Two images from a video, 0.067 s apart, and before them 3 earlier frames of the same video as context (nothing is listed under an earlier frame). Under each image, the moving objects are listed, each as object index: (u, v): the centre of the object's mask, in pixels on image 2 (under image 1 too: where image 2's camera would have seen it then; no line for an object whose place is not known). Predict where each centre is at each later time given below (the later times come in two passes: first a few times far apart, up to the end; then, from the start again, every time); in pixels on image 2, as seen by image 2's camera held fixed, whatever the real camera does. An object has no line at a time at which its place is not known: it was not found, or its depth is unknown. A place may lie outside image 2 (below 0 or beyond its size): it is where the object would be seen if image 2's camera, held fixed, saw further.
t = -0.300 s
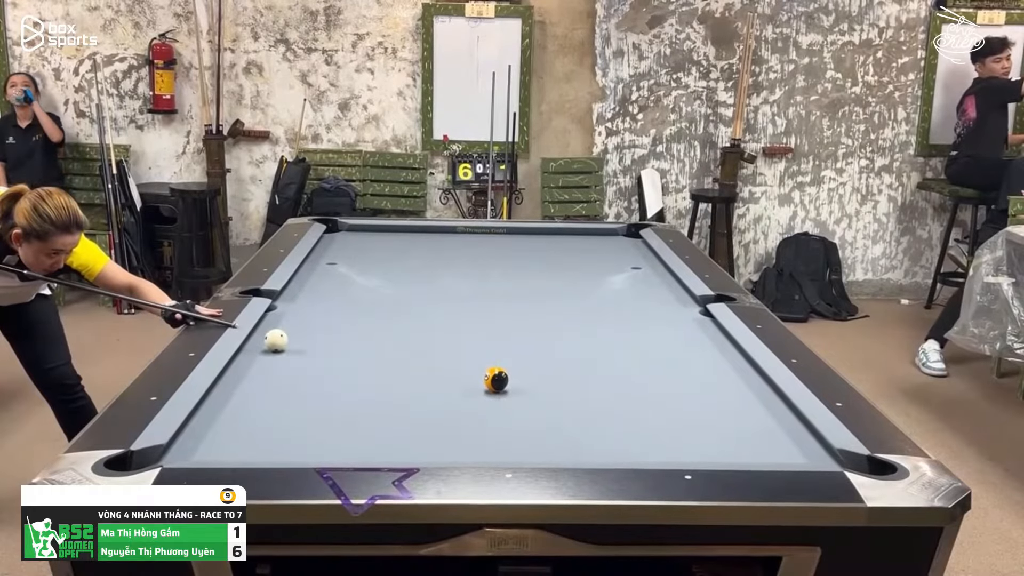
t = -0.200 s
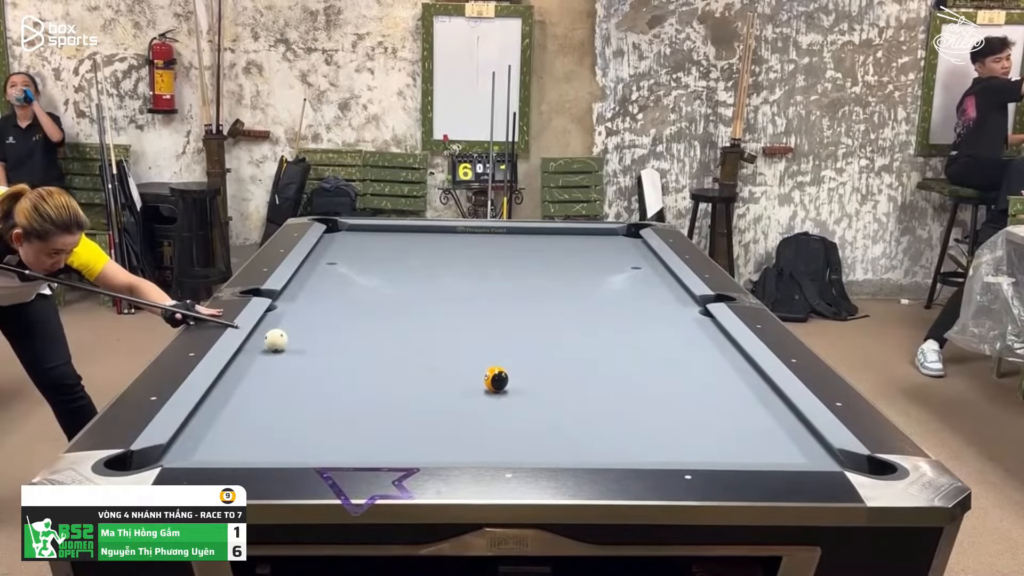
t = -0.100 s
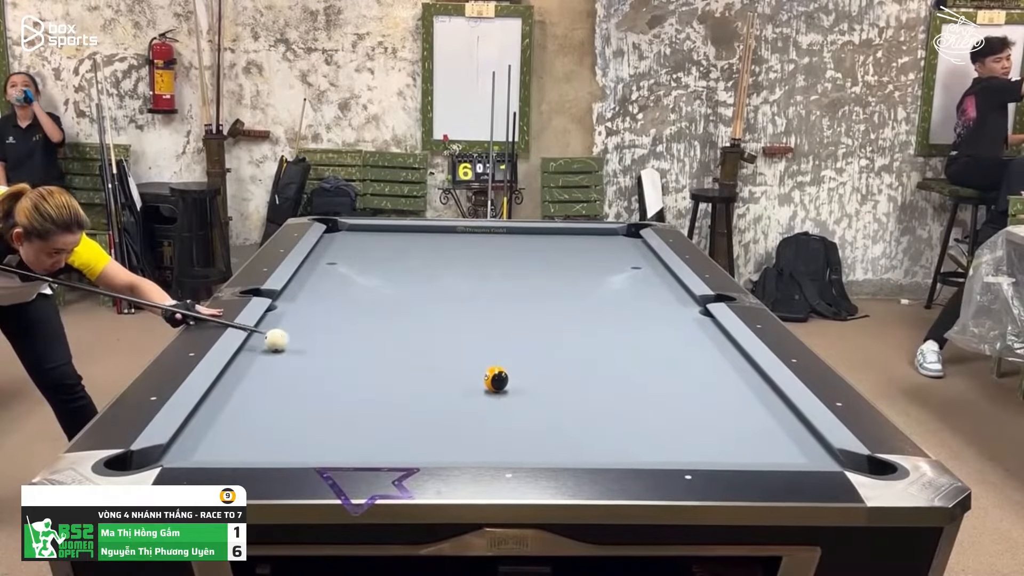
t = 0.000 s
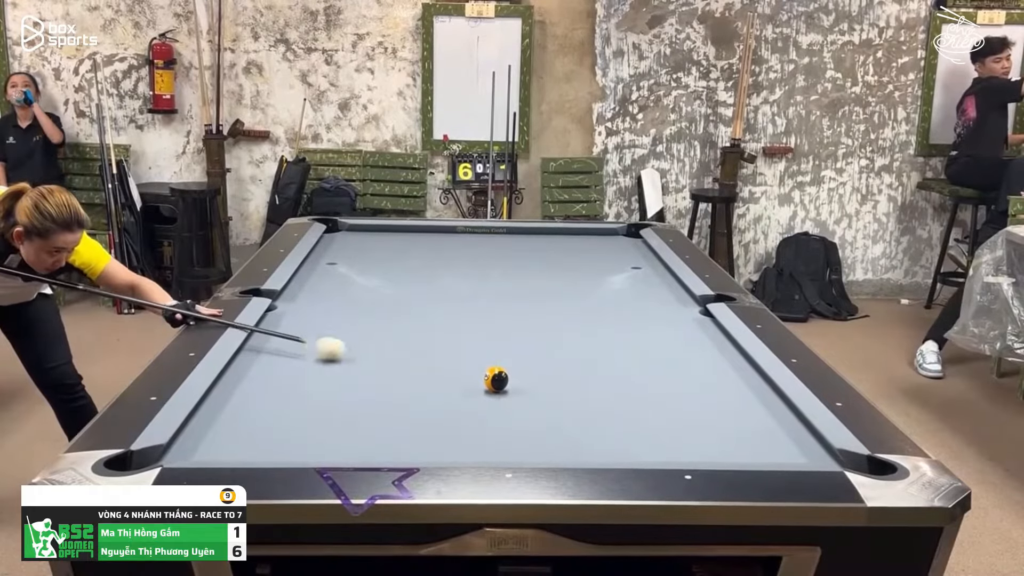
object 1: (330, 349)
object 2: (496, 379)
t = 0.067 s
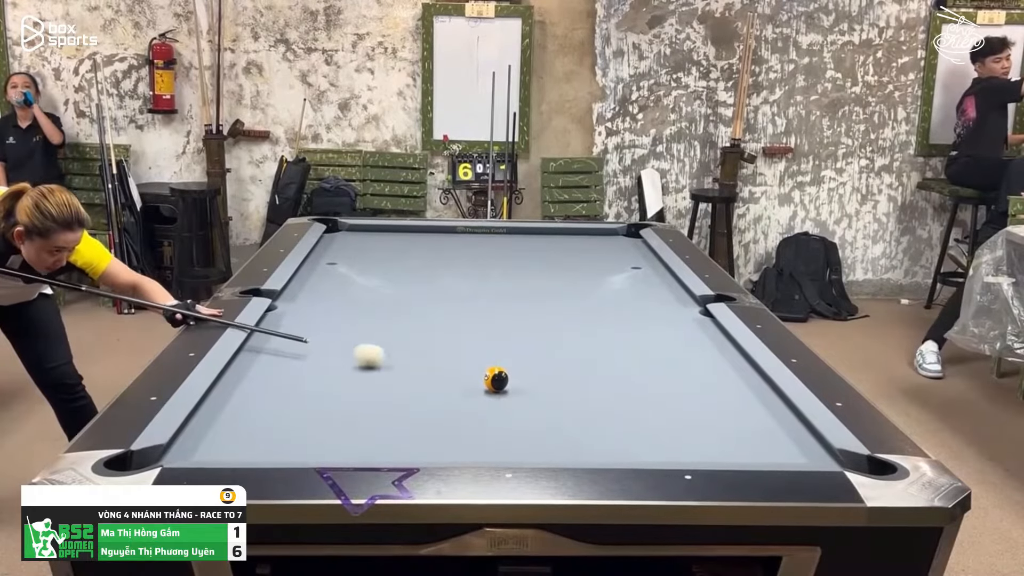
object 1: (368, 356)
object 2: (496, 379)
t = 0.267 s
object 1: (479, 375)
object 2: (509, 384)
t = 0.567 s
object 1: (539, 374)
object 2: (658, 423)
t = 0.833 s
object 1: (598, 375)
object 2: (791, 452)
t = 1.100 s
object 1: (656, 377)
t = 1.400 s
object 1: (718, 379)
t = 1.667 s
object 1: (750, 380)
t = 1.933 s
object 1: (722, 381)
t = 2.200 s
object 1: (696, 380)
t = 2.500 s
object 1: (669, 381)
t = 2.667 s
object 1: (655, 381)
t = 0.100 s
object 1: (389, 360)
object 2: (496, 379)
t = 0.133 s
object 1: (409, 363)
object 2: (496, 379)
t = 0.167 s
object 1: (429, 367)
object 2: (496, 380)
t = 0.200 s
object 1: (450, 370)
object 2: (496, 379)
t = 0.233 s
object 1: (470, 373)
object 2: (496, 379)
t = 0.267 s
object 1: (479, 375)
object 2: (509, 384)
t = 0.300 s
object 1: (483, 374)
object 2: (527, 389)
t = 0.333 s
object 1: (488, 373)
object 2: (545, 393)
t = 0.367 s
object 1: (494, 373)
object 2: (562, 398)
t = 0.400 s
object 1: (501, 373)
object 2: (578, 402)
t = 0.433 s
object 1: (508, 373)
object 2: (595, 406)
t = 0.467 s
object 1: (517, 373)
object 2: (611, 410)
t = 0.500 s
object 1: (524, 374)
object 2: (626, 414)
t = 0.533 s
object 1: (531, 374)
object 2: (642, 419)
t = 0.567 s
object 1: (539, 374)
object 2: (658, 423)
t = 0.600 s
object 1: (547, 374)
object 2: (672, 426)
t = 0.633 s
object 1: (554, 374)
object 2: (689, 430)
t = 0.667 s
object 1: (562, 374)
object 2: (705, 435)
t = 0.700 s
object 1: (569, 375)
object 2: (721, 439)
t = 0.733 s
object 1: (577, 375)
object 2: (738, 443)
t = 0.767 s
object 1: (584, 375)
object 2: (754, 447)
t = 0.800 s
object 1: (592, 375)
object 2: (773, 449)
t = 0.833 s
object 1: (598, 375)
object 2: (791, 452)
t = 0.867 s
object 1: (606, 375)
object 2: (806, 454)
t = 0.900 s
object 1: (613, 376)
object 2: (829, 459)
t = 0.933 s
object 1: (620, 376)
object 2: (844, 465)
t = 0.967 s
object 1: (628, 376)
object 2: (861, 471)
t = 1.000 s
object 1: (635, 376)
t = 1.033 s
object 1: (642, 377)
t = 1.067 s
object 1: (649, 377)
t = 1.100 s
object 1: (656, 377)
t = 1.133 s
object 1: (663, 377)
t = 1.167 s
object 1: (670, 377)
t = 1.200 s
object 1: (677, 378)
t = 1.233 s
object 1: (684, 378)
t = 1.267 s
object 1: (691, 378)
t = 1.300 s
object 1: (698, 378)
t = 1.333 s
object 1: (705, 378)
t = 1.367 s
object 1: (711, 379)
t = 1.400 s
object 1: (718, 379)
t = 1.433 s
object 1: (725, 379)
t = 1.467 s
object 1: (732, 379)
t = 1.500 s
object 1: (739, 380)
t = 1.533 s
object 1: (745, 380)
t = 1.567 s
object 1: (752, 380)
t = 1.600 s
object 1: (757, 379)
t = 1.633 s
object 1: (754, 379)
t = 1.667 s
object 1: (750, 380)
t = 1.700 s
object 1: (747, 380)
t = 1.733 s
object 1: (743, 380)
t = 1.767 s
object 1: (739, 380)
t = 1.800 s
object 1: (736, 380)
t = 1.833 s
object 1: (732, 380)
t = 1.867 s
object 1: (729, 380)
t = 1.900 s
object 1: (725, 380)
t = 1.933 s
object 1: (722, 381)
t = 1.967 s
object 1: (718, 380)
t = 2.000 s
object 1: (715, 380)
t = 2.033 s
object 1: (712, 380)
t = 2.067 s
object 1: (709, 381)
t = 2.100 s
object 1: (705, 381)
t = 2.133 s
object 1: (702, 380)
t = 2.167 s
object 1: (699, 380)
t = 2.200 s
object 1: (696, 380)
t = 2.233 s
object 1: (693, 380)
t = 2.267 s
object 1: (690, 380)
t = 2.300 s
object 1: (687, 381)
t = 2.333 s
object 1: (684, 381)
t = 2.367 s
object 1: (680, 380)
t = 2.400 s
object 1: (677, 381)
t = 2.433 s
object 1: (675, 381)
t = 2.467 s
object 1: (672, 381)
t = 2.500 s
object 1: (669, 381)
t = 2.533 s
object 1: (666, 381)
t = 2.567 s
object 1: (663, 381)
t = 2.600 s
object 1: (661, 381)
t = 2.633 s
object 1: (658, 381)
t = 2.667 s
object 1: (655, 381)
